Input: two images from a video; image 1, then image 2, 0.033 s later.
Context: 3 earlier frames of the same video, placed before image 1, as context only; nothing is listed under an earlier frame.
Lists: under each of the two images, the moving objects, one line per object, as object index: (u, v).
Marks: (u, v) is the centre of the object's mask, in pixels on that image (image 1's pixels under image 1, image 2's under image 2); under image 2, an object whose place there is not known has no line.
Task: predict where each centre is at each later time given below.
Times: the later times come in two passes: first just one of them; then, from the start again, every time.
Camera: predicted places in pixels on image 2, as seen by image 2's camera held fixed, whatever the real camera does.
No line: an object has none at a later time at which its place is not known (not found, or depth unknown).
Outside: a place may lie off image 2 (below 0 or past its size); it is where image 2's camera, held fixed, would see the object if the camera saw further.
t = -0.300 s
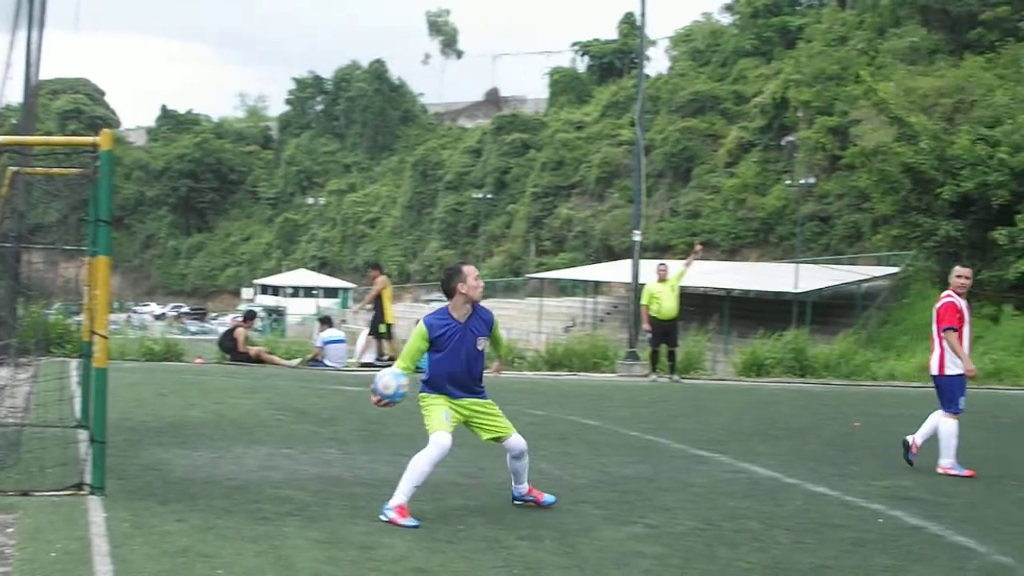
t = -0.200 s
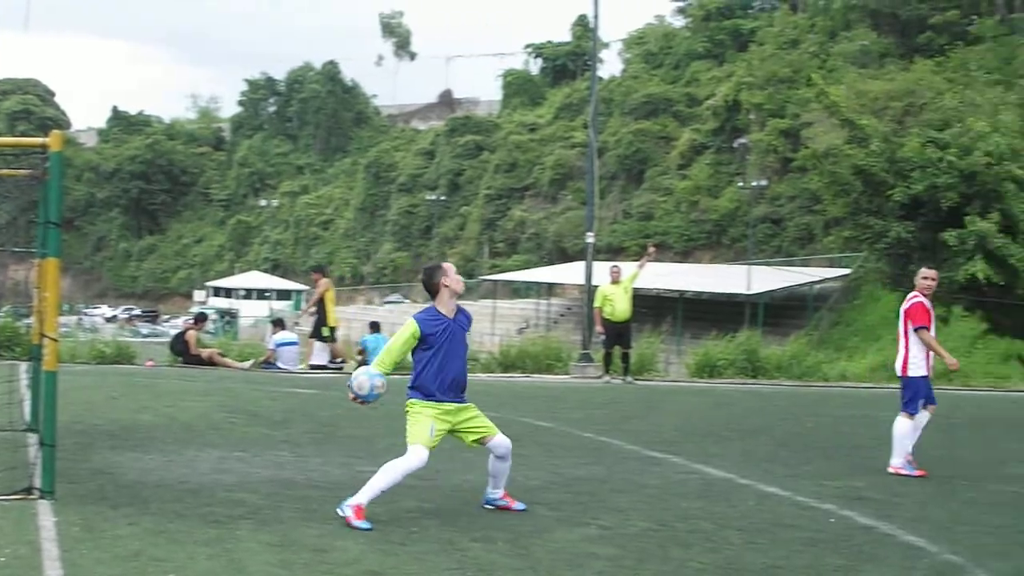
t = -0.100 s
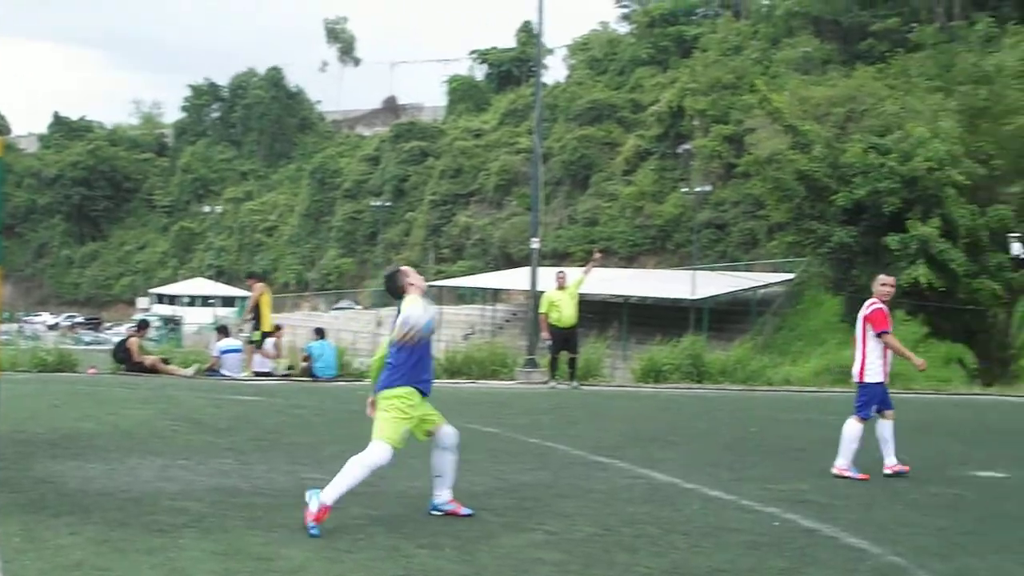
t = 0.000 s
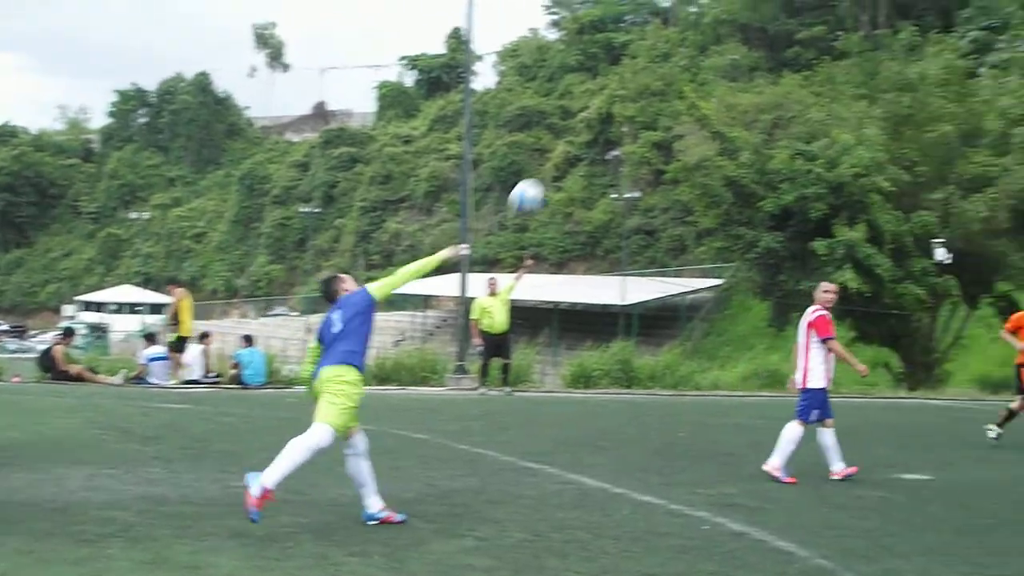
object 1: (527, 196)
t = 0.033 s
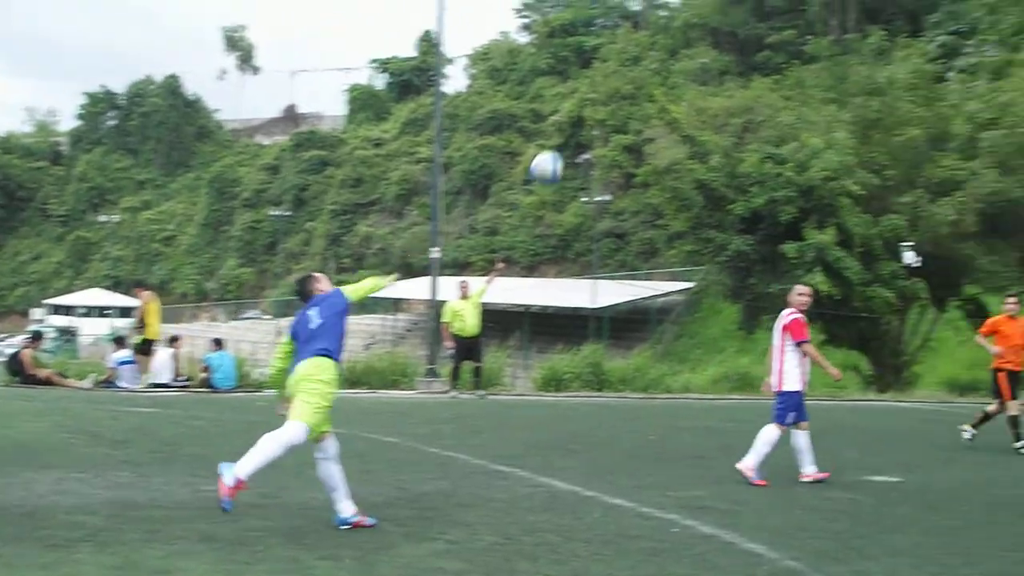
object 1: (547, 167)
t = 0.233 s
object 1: (776, 45)
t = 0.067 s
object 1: (592, 138)
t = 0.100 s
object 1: (634, 114)
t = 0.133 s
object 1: (674, 93)
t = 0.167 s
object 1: (710, 75)
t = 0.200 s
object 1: (744, 58)
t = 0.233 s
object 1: (776, 45)
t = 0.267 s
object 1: (802, 34)
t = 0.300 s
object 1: (826, 25)
